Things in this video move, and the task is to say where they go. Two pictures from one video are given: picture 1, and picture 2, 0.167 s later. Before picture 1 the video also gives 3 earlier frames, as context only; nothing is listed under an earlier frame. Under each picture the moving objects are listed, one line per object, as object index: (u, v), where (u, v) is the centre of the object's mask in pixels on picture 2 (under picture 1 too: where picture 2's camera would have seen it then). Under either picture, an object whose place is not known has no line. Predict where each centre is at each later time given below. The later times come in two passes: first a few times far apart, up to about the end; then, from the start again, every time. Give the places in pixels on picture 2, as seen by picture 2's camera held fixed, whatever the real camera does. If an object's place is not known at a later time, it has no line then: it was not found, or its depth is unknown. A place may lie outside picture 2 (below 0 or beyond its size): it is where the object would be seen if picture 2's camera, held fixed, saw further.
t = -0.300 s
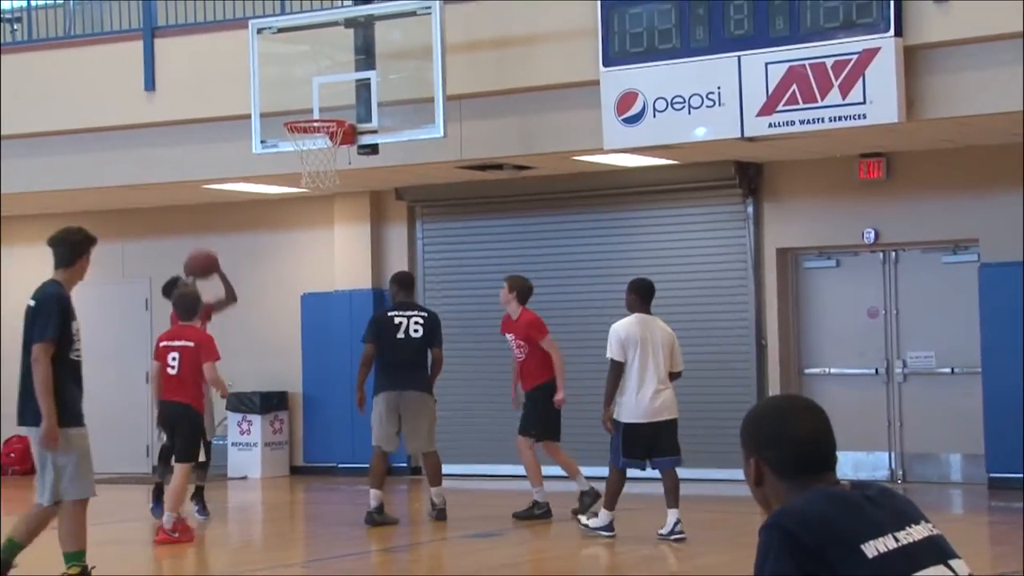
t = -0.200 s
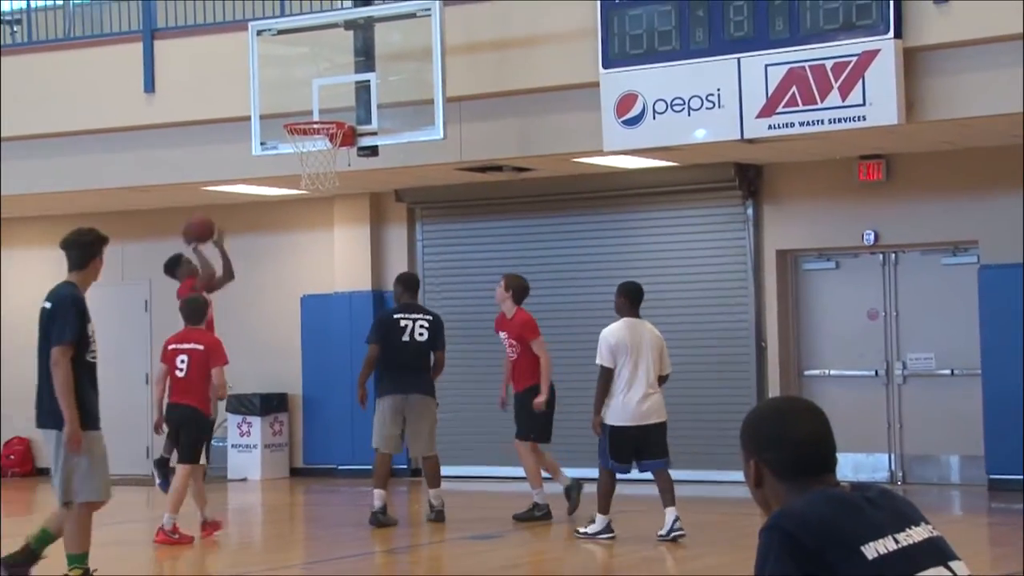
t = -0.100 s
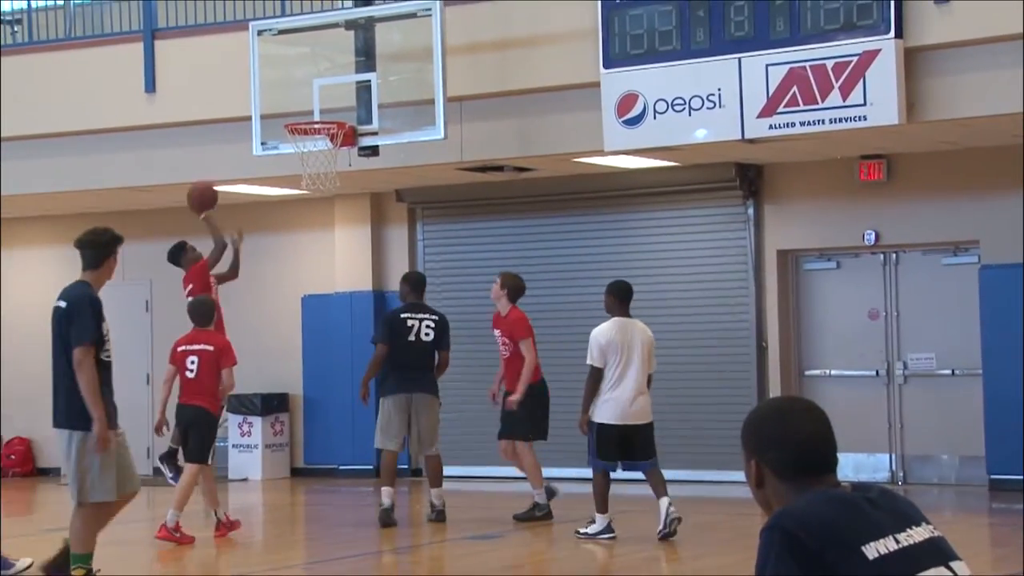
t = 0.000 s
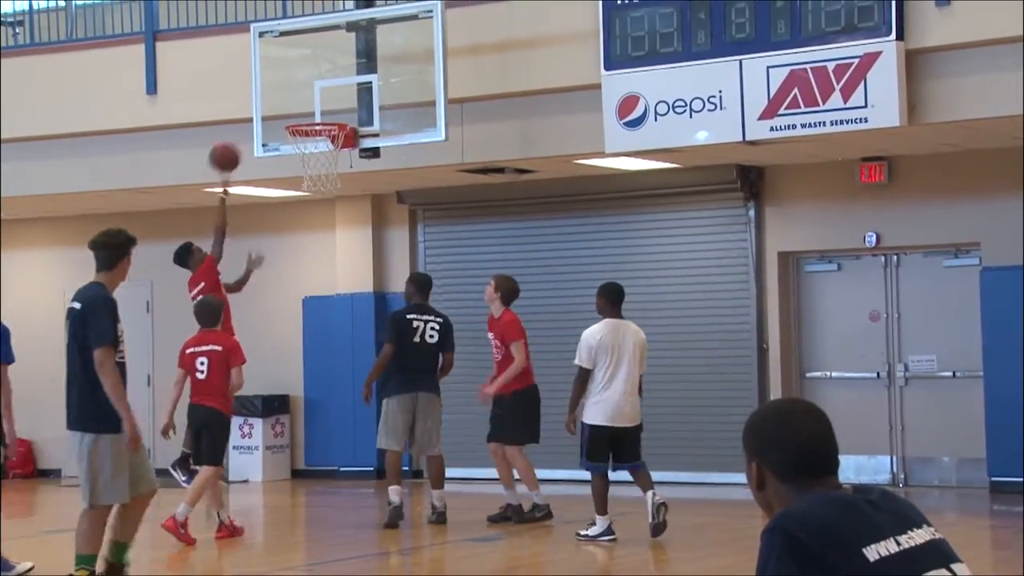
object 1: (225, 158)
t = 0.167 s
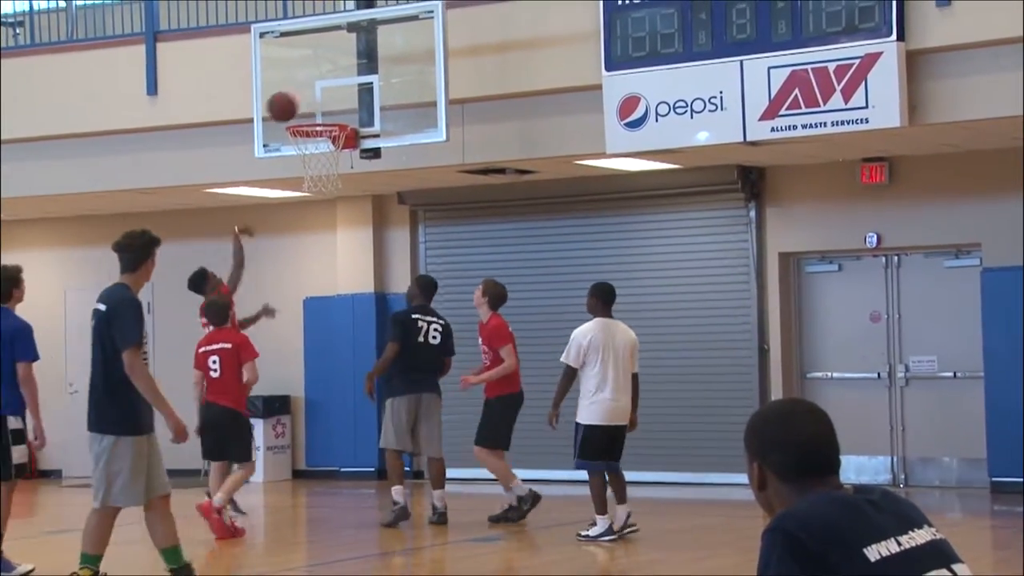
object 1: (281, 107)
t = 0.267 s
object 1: (302, 98)
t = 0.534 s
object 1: (315, 145)
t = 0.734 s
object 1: (314, 182)
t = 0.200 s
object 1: (293, 101)
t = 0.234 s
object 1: (300, 98)
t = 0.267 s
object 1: (302, 98)
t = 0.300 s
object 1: (303, 99)
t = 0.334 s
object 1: (305, 102)
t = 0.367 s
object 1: (306, 106)
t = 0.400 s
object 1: (309, 110)
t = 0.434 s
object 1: (310, 113)
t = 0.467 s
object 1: (313, 124)
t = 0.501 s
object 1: (314, 136)
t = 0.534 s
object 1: (315, 145)
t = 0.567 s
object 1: (316, 153)
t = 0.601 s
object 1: (315, 158)
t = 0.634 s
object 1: (315, 162)
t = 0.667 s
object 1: (314, 169)
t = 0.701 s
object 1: (314, 174)
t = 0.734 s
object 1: (314, 182)
